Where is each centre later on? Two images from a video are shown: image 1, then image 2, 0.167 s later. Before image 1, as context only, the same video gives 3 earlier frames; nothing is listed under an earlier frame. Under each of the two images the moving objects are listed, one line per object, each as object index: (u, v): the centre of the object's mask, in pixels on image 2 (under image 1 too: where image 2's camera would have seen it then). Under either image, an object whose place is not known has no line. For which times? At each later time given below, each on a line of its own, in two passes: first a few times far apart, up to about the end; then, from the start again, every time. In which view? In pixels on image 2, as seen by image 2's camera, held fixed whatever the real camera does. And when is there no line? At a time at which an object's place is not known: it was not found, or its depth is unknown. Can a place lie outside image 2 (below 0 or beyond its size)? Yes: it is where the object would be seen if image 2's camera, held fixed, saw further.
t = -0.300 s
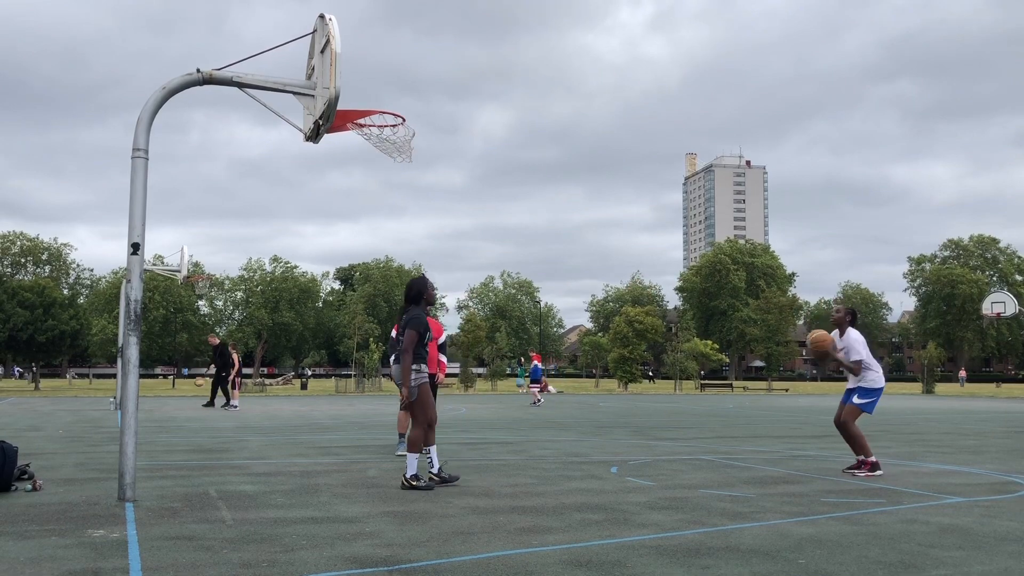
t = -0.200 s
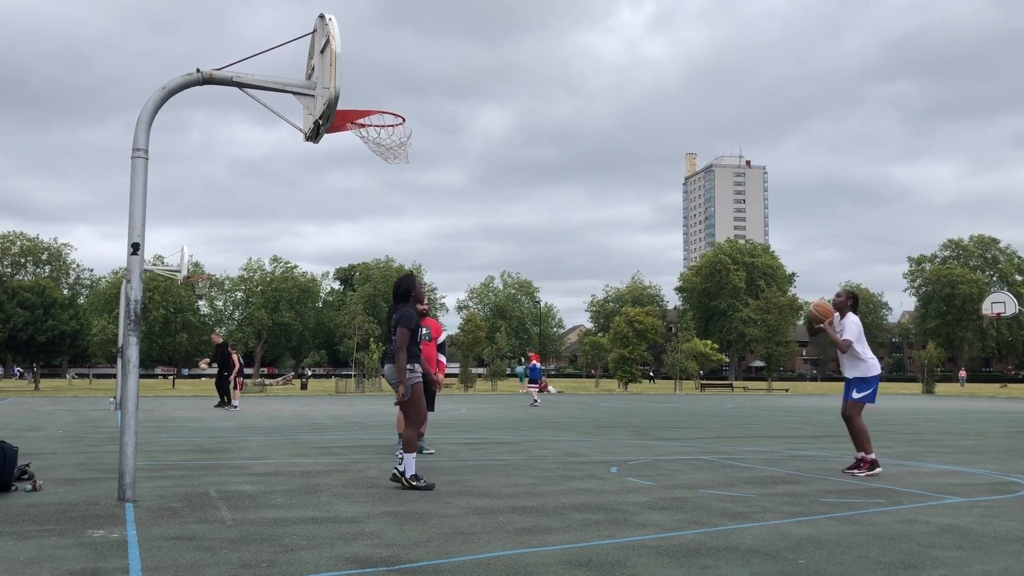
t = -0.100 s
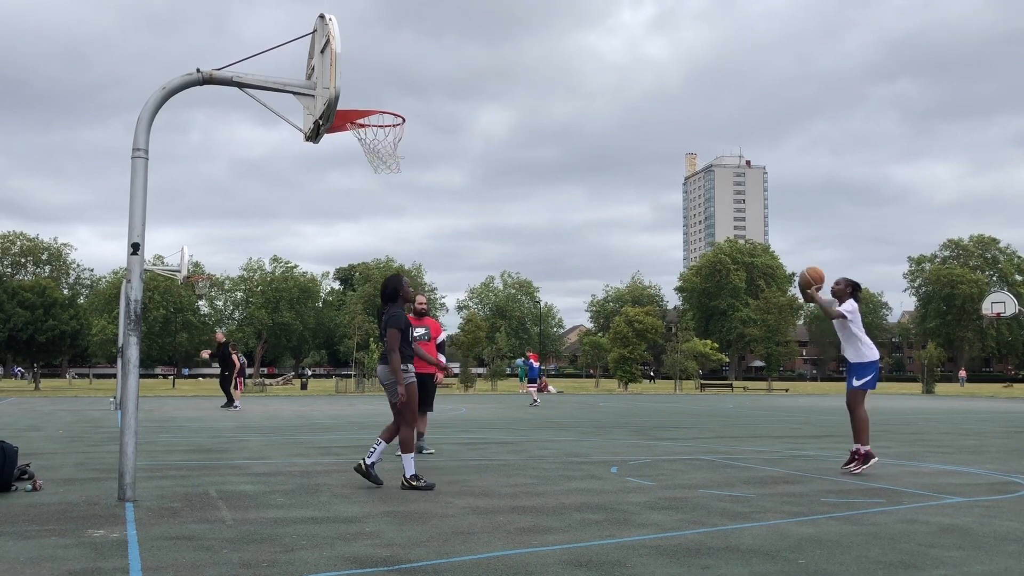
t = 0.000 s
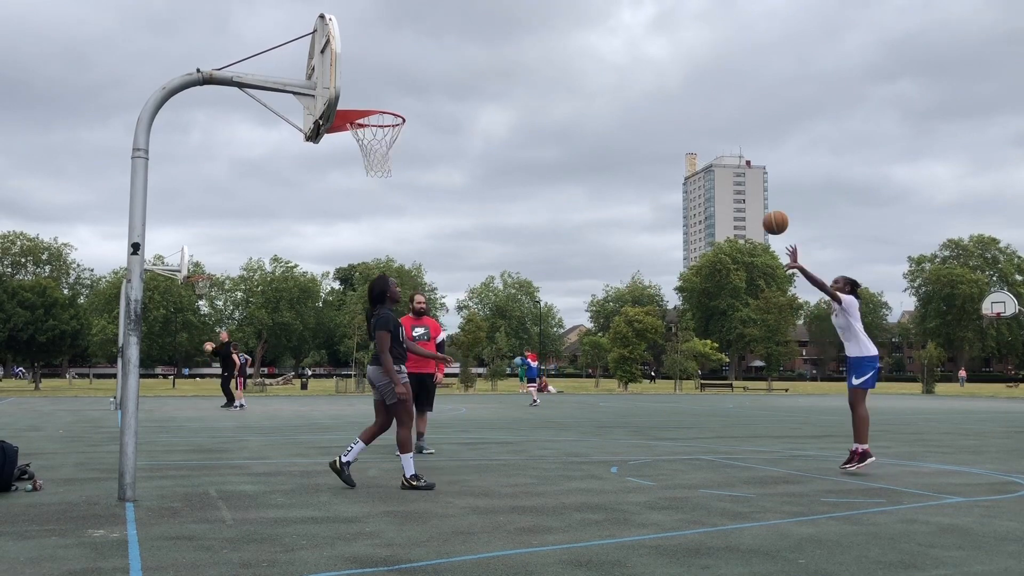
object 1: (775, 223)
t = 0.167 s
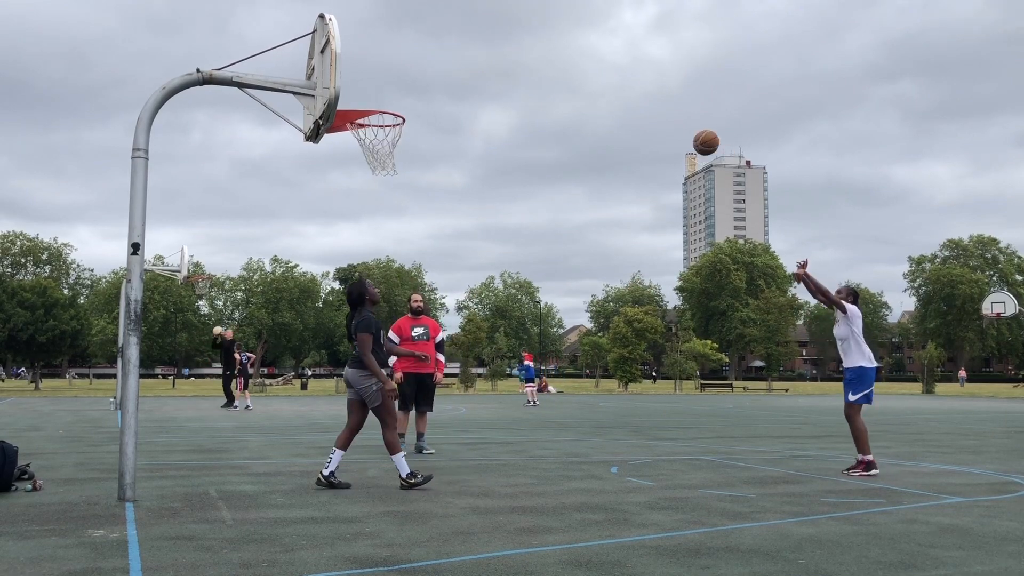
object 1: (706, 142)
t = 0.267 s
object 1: (663, 106)
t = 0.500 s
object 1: (560, 59)
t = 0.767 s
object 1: (432, 79)
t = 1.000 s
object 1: (355, 167)
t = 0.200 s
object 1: (692, 129)
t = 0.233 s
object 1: (677, 117)
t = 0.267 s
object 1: (663, 106)
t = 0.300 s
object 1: (649, 96)
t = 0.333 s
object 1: (634, 87)
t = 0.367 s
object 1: (620, 79)
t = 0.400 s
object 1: (605, 72)
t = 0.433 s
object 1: (590, 67)
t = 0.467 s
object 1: (575, 63)
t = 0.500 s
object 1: (560, 59)
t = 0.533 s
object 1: (545, 57)
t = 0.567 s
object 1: (529, 56)
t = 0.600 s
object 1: (514, 57)
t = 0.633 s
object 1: (498, 58)
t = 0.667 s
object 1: (482, 61)
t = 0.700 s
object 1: (465, 66)
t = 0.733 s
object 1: (449, 72)
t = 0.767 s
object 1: (432, 79)
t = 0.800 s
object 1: (414, 87)
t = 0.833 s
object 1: (397, 97)
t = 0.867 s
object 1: (380, 107)
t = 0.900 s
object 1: (363, 127)
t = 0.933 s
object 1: (357, 137)
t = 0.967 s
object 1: (356, 152)
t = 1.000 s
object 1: (355, 167)
